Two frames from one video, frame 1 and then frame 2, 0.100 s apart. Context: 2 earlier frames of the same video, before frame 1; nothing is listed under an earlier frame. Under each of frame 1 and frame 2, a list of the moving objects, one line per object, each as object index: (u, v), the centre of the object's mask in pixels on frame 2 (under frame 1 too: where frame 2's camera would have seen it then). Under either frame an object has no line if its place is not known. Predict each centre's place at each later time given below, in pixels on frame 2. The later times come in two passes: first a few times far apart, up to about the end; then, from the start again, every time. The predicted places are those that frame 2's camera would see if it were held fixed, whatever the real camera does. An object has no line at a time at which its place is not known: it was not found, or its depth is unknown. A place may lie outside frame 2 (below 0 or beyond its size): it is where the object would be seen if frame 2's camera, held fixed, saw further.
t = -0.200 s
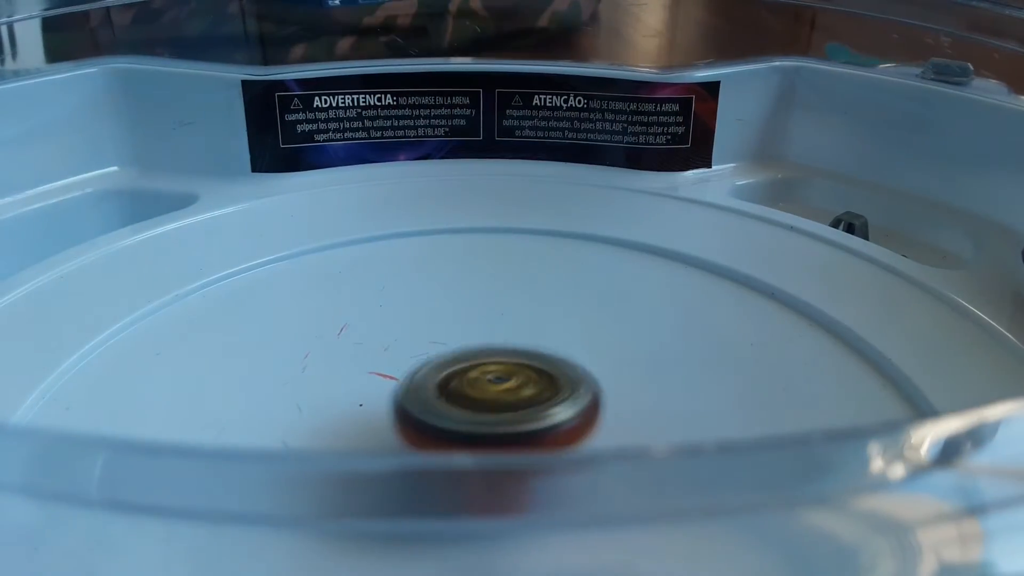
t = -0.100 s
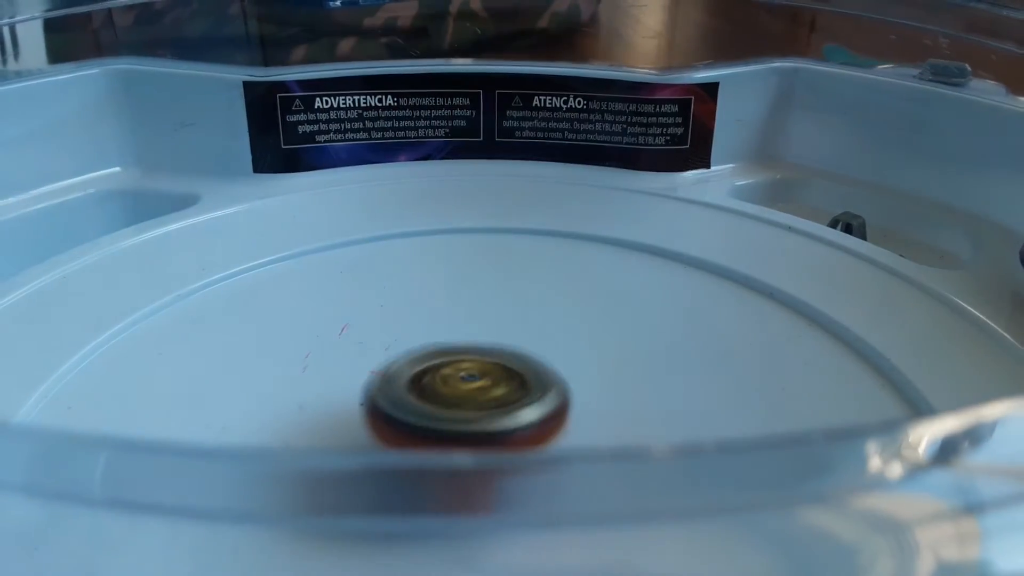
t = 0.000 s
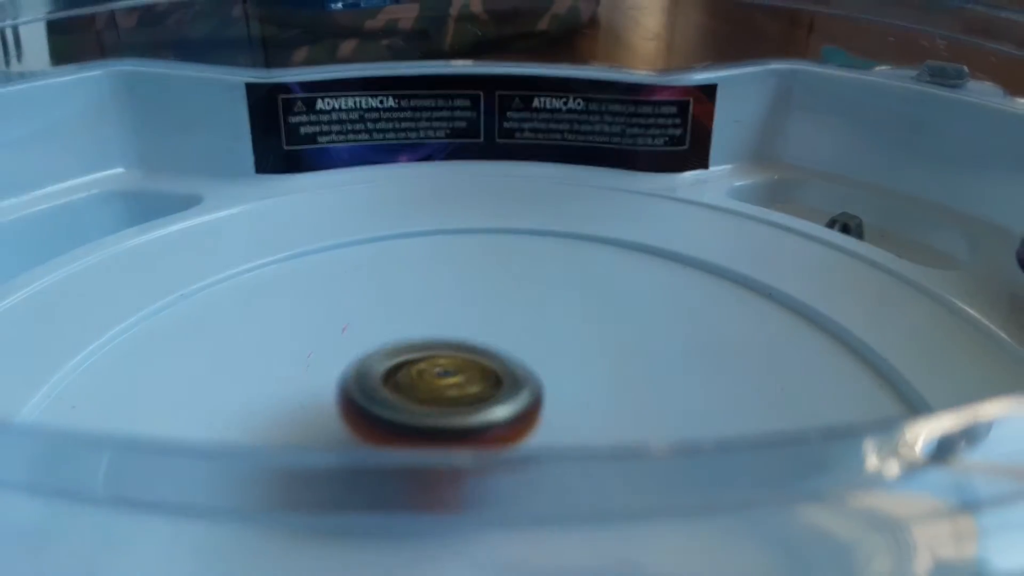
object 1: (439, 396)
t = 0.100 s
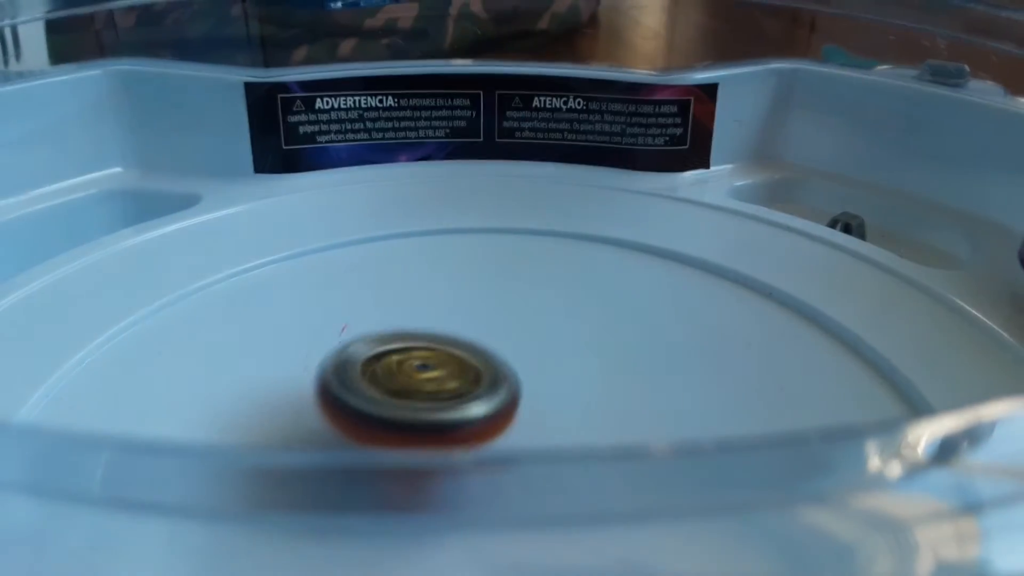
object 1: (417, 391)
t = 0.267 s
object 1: (399, 379)
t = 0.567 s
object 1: (415, 366)
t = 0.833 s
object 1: (451, 373)
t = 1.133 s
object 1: (481, 394)
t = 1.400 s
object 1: (472, 410)
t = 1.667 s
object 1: (444, 415)
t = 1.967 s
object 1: (432, 404)
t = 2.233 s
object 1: (452, 395)
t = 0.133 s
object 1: (412, 389)
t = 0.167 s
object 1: (407, 386)
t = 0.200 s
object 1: (403, 384)
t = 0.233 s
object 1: (401, 381)
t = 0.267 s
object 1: (399, 379)
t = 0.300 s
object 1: (397, 377)
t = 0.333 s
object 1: (397, 375)
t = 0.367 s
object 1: (397, 373)
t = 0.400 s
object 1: (399, 371)
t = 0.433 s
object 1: (400, 369)
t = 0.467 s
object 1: (402, 367)
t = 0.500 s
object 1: (406, 367)
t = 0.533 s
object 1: (410, 366)
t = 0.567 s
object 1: (415, 366)
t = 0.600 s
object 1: (419, 366)
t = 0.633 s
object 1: (424, 365)
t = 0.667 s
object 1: (428, 366)
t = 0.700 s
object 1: (432, 367)
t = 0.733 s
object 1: (437, 367)
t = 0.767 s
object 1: (442, 369)
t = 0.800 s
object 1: (446, 371)
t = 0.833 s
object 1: (451, 373)
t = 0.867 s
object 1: (455, 375)
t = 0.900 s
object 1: (459, 377)
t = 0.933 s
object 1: (464, 379)
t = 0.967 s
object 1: (468, 382)
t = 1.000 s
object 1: (471, 384)
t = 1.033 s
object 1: (474, 387)
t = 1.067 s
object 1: (477, 389)
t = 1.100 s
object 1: (479, 392)
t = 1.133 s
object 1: (481, 394)
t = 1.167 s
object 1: (482, 397)
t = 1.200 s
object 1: (482, 399)
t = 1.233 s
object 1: (482, 401)
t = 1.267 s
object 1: (481, 403)
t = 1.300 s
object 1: (479, 405)
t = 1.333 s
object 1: (477, 407)
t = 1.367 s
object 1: (475, 409)
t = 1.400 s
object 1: (472, 410)
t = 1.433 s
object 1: (469, 412)
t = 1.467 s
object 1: (467, 412)
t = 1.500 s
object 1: (463, 414)
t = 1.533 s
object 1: (459, 414)
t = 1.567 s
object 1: (455, 415)
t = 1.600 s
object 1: (451, 415)
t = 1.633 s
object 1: (448, 415)
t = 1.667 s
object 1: (444, 415)
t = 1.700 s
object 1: (441, 414)
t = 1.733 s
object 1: (439, 413)
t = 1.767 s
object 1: (437, 412)
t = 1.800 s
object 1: (433, 410)
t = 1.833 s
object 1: (432, 409)
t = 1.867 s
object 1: (431, 408)
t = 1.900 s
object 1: (431, 407)
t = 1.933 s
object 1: (431, 405)
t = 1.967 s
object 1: (432, 404)
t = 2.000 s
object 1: (433, 403)
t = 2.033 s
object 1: (435, 402)
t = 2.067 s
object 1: (436, 400)
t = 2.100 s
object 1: (440, 399)
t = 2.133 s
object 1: (442, 398)
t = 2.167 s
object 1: (445, 397)
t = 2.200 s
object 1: (448, 396)
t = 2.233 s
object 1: (452, 395)
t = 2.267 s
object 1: (455, 395)
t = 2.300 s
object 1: (459, 394)
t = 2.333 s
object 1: (463, 394)
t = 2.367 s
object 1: (467, 394)
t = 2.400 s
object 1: (472, 396)
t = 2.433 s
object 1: (476, 396)
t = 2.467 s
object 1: (479, 399)
